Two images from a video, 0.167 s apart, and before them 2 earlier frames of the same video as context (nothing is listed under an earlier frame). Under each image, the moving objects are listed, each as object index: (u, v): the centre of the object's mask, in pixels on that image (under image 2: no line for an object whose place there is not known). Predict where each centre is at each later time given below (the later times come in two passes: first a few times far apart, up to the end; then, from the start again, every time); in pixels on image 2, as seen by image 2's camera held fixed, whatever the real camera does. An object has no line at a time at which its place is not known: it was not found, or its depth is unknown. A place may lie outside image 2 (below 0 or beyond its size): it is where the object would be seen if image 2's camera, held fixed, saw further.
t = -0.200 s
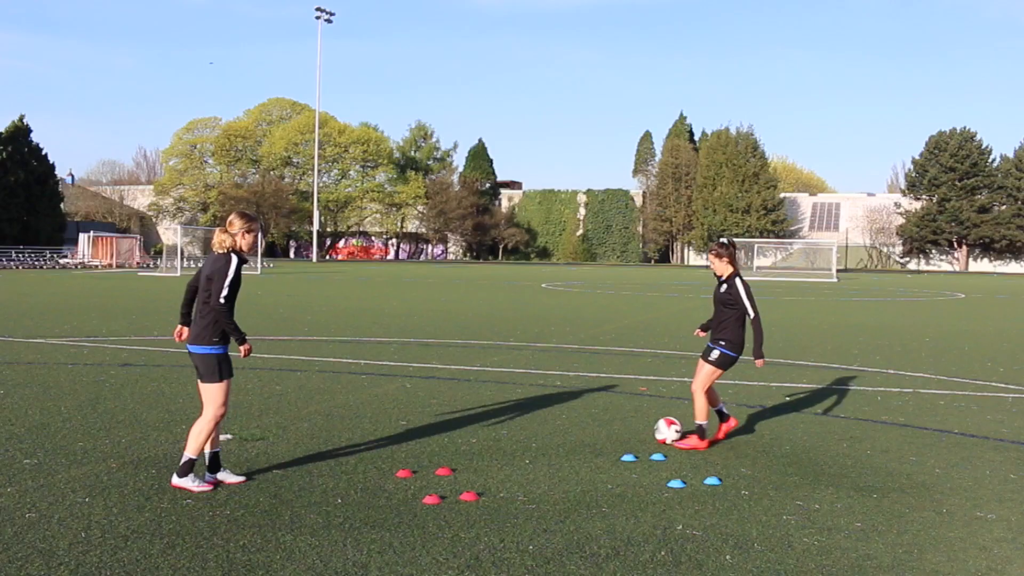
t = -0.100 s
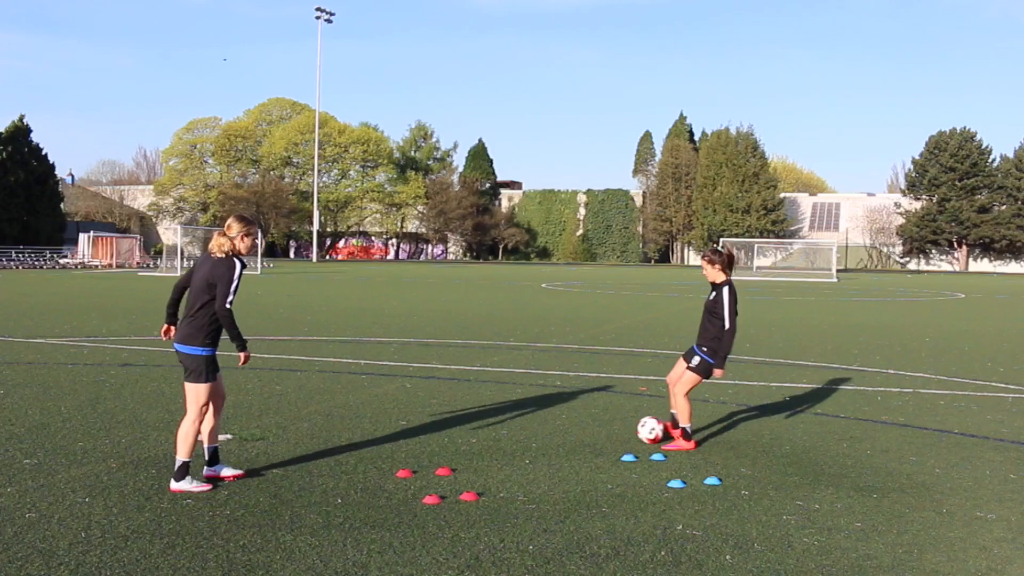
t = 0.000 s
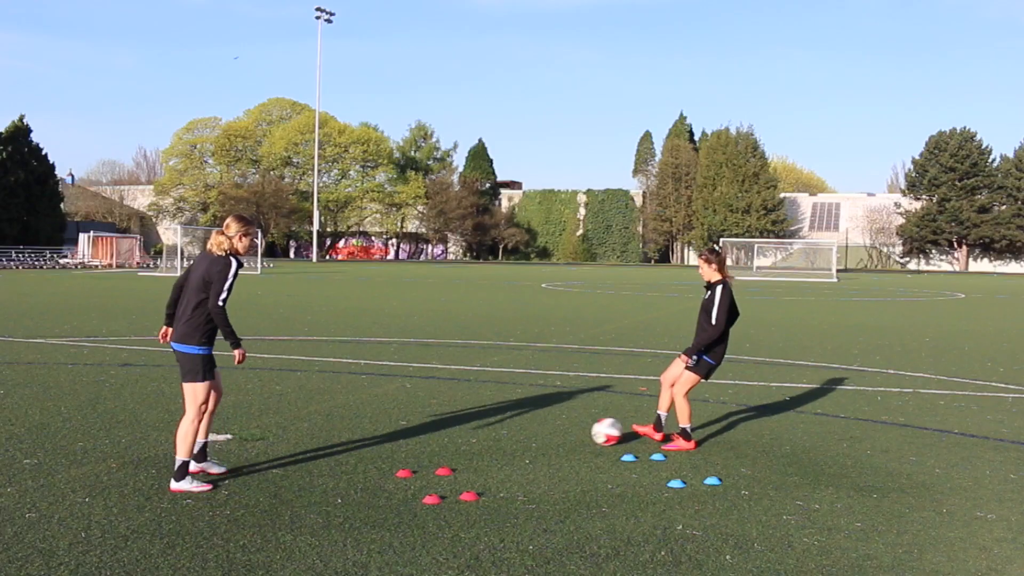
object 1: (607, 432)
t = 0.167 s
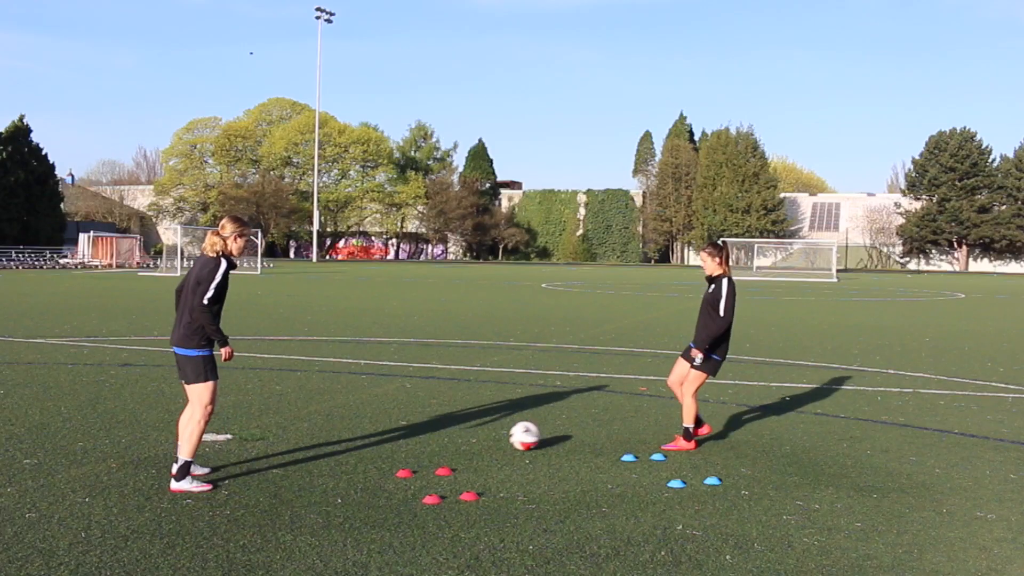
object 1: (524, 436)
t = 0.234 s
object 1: (493, 437)
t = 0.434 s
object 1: (412, 441)
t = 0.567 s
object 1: (358, 444)
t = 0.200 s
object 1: (508, 437)
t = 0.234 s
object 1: (493, 437)
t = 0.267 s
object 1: (479, 438)
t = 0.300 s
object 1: (464, 440)
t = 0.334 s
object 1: (450, 439)
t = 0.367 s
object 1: (438, 440)
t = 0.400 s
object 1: (425, 441)
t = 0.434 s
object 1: (412, 441)
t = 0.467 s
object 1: (399, 442)
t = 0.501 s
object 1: (386, 443)
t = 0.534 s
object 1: (372, 443)
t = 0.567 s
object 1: (358, 444)
